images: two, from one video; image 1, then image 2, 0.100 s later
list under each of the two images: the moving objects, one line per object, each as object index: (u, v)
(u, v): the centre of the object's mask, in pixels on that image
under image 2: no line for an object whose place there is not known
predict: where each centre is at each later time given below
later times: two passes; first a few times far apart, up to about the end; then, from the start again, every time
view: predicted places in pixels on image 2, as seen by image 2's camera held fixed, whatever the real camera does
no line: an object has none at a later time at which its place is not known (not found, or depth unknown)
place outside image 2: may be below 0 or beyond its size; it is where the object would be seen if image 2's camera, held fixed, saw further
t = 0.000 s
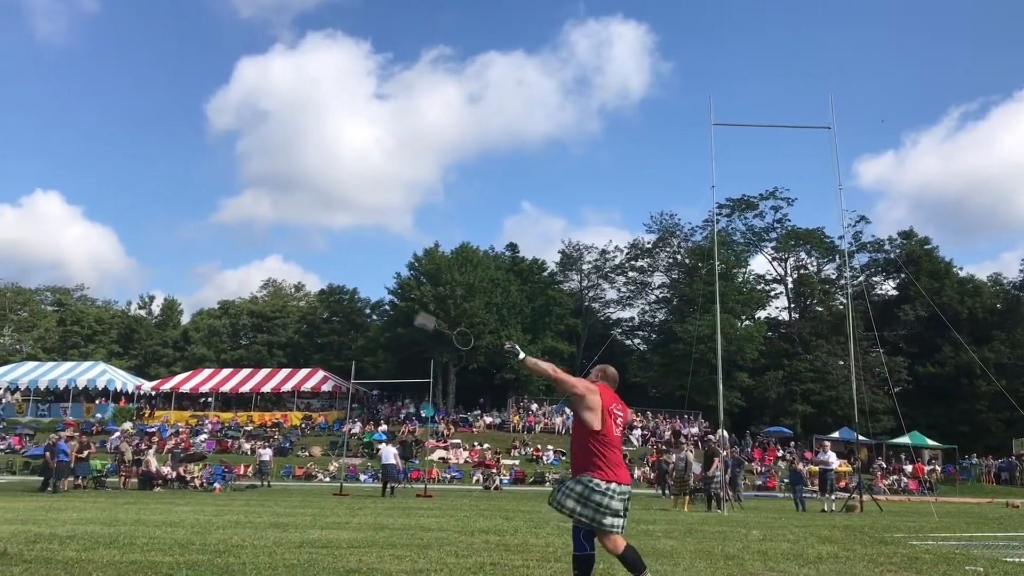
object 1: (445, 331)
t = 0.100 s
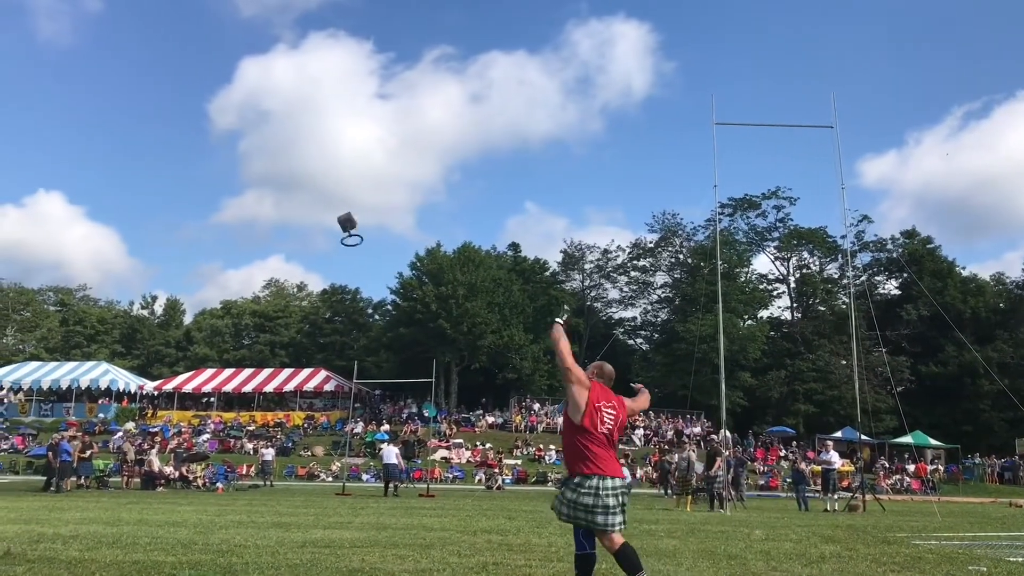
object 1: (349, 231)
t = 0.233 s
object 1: (245, 128)
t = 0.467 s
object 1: (148, 55)
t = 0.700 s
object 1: (50, 36)
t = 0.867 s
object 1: (3, 46)
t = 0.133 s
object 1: (319, 201)
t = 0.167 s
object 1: (293, 174)
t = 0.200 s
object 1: (268, 150)
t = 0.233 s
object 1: (245, 128)
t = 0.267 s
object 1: (228, 110)
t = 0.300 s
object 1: (214, 96)
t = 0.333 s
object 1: (201, 84)
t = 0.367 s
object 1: (188, 76)
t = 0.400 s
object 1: (174, 68)
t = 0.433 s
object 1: (160, 61)
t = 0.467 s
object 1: (148, 55)
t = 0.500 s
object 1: (136, 51)
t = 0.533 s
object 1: (123, 47)
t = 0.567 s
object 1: (109, 45)
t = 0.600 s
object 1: (93, 42)
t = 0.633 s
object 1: (77, 39)
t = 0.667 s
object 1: (63, 37)
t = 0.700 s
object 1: (50, 36)
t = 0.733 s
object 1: (37, 36)
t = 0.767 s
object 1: (25, 36)
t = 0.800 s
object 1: (17, 38)
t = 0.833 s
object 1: (10, 42)
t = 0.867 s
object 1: (3, 46)
